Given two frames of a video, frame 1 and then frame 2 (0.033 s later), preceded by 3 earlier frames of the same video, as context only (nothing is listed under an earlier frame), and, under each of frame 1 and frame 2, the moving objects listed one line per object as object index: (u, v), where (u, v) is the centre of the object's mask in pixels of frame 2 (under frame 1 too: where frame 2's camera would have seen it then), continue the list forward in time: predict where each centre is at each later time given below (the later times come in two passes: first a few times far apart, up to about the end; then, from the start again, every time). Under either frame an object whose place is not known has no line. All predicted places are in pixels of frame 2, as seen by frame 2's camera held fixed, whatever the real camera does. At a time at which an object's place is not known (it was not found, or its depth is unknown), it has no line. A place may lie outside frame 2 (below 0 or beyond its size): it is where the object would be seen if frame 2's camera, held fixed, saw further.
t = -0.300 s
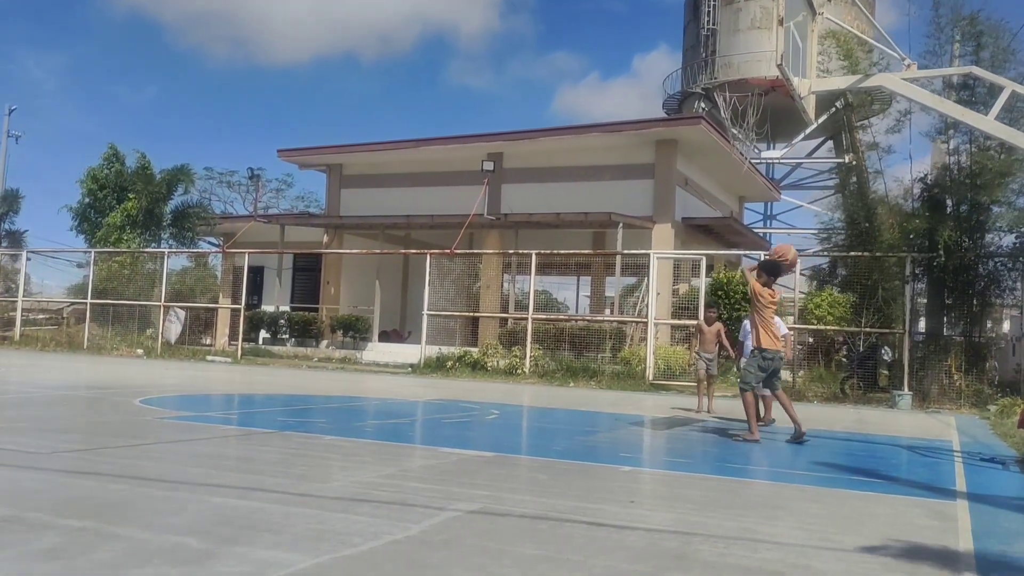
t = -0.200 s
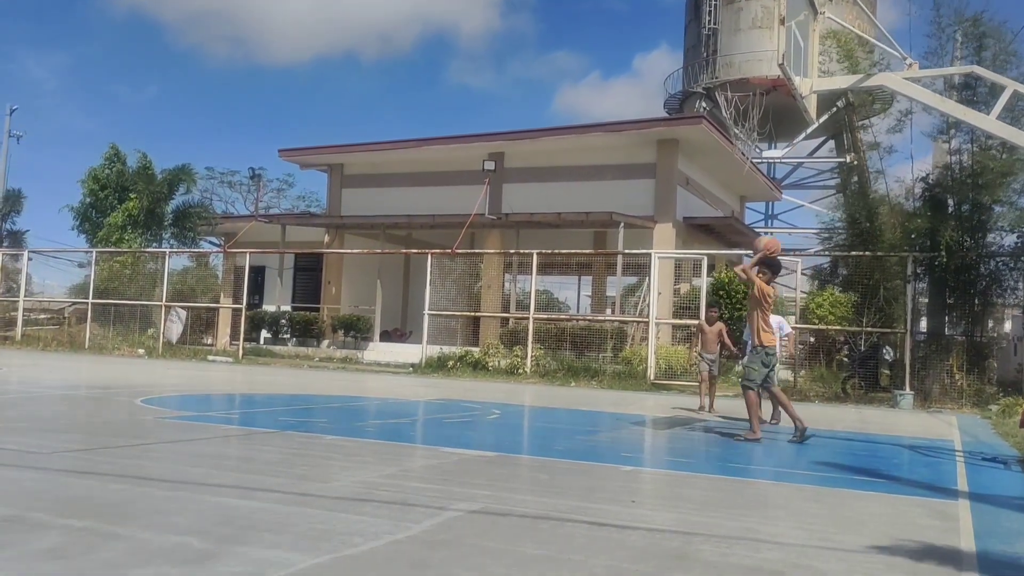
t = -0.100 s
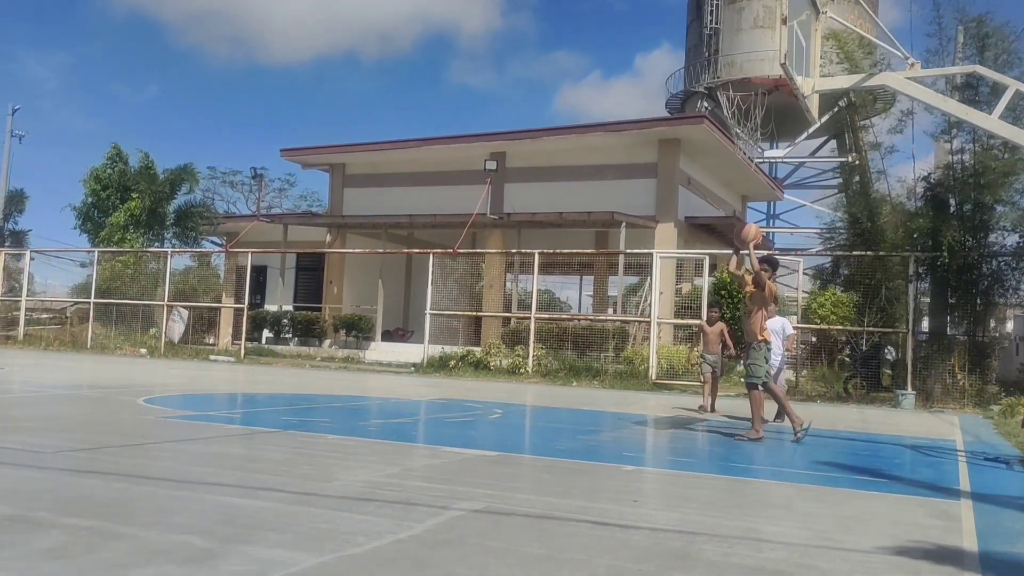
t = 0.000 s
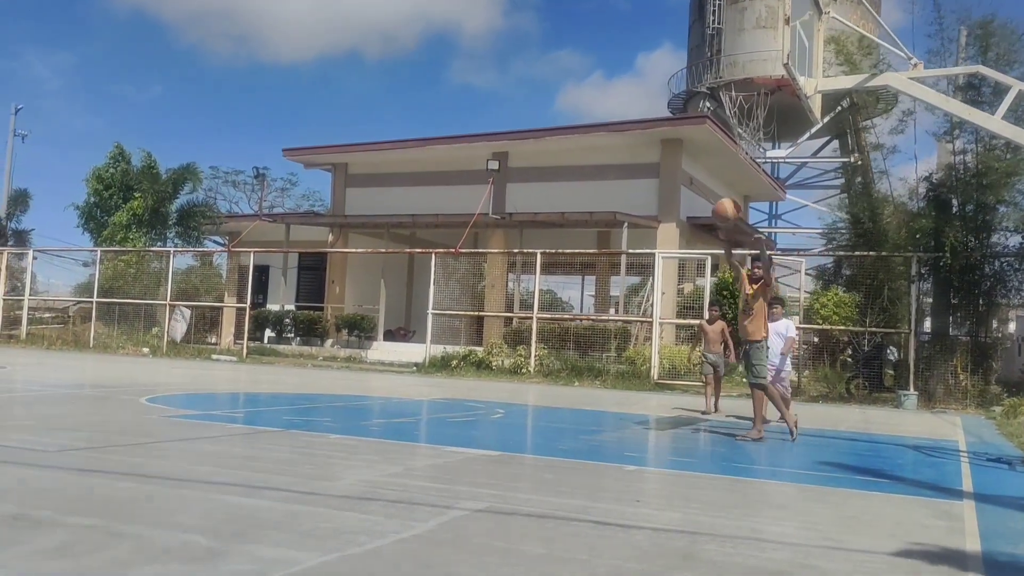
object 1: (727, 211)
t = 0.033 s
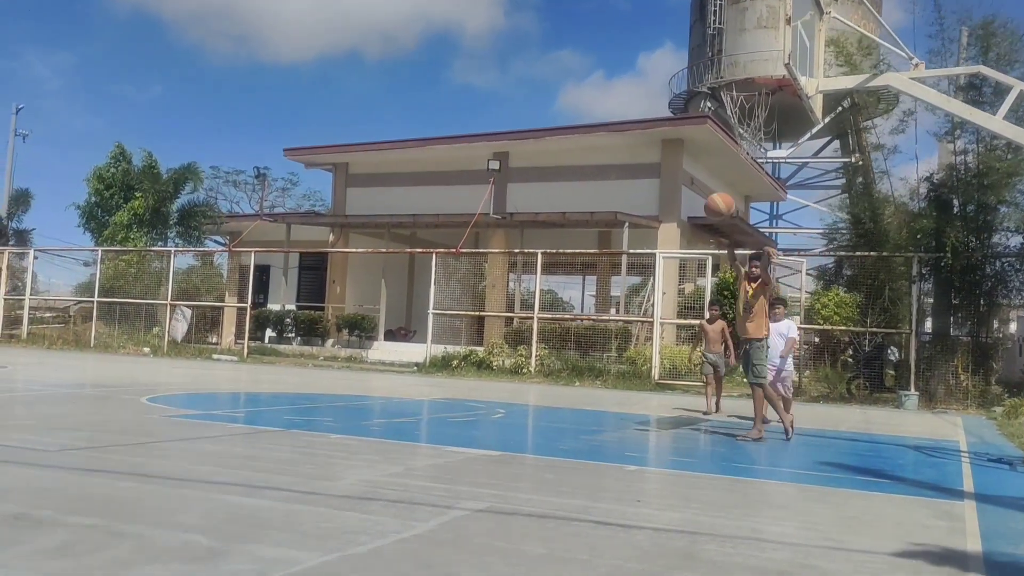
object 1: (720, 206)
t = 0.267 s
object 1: (648, 208)
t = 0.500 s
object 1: (531, 312)
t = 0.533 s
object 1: (507, 342)
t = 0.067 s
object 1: (711, 203)
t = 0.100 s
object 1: (702, 200)
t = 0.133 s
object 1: (692, 199)
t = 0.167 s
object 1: (683, 199)
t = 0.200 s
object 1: (672, 200)
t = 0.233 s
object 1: (660, 204)
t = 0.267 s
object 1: (648, 208)
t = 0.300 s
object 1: (635, 214)
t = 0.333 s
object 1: (620, 223)
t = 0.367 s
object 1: (605, 235)
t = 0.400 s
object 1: (589, 249)
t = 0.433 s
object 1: (571, 267)
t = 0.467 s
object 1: (552, 287)
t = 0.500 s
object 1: (531, 312)
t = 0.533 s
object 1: (507, 342)
